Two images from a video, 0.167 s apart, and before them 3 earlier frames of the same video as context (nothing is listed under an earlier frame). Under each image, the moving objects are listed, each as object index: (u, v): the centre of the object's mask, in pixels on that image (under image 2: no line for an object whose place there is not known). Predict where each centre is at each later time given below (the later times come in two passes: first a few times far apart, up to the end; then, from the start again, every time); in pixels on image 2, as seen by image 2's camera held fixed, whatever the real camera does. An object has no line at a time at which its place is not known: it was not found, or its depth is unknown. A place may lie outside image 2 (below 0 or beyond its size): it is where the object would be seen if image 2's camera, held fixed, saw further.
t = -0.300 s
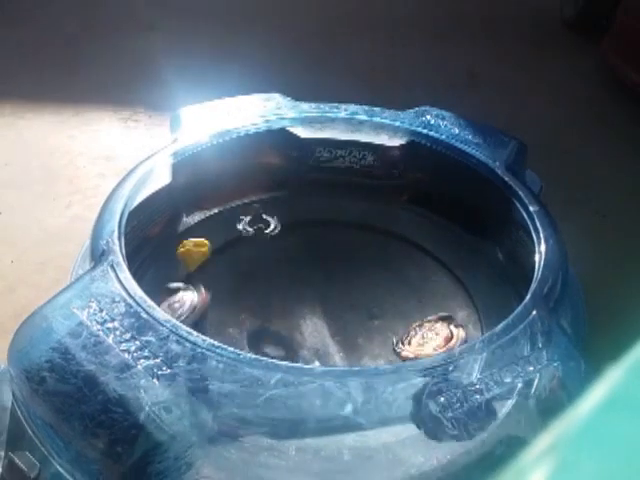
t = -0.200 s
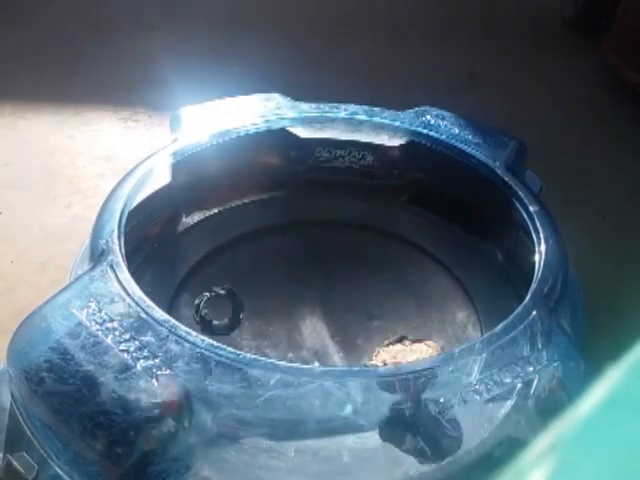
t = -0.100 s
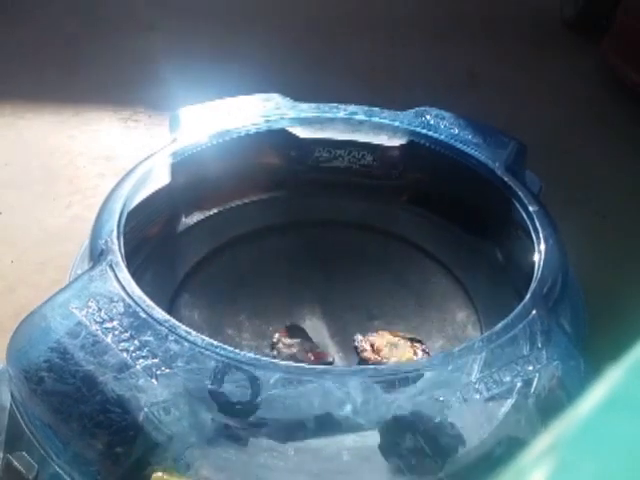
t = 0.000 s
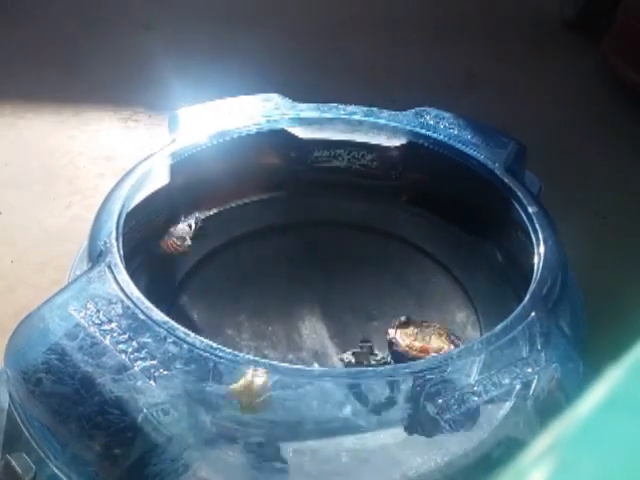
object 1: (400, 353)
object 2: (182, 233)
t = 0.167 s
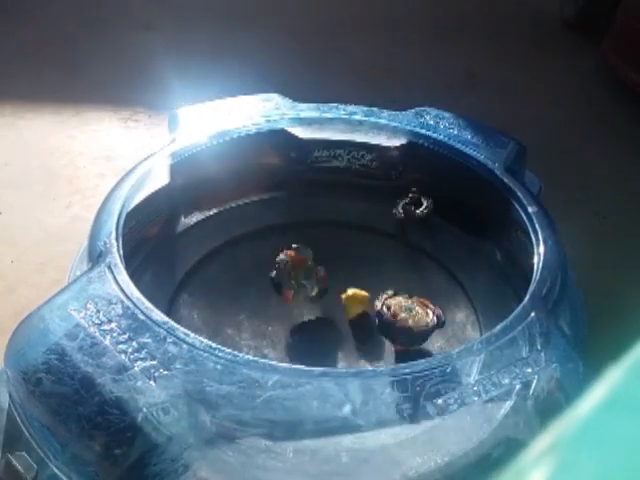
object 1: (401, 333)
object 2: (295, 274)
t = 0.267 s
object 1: (386, 317)
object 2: (350, 292)
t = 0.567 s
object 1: (362, 294)
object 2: (251, 287)
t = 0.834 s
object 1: (306, 300)
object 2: (261, 300)
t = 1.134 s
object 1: (278, 323)
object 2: (235, 276)
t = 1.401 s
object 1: (292, 335)
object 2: (235, 276)
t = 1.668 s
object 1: (326, 354)
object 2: (235, 276)
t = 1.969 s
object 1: (355, 350)
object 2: (236, 276)
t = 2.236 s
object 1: (347, 332)
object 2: (236, 277)
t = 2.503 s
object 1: (335, 320)
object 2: (236, 276)
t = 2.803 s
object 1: (334, 312)
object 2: (236, 276)
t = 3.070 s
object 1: (335, 319)
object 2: (236, 276)
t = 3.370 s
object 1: (332, 319)
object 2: (236, 276)
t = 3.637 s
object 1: (327, 320)
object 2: (236, 276)
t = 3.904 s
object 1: (328, 320)
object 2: (236, 276)
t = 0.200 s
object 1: (392, 327)
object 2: (323, 282)
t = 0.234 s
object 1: (393, 322)
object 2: (347, 294)
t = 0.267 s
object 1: (386, 317)
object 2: (350, 292)
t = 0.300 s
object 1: (386, 316)
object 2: (323, 286)
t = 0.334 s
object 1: (381, 310)
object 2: (298, 283)
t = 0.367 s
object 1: (384, 307)
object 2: (278, 277)
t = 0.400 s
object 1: (381, 302)
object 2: (263, 270)
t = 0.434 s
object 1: (379, 302)
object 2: (255, 272)
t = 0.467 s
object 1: (377, 297)
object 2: (248, 277)
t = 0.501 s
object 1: (374, 295)
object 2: (247, 278)
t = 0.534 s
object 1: (369, 297)
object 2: (252, 282)
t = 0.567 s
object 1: (362, 294)
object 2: (251, 287)
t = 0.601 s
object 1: (357, 295)
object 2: (261, 289)
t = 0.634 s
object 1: (351, 297)
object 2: (260, 292)
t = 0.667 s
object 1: (343, 298)
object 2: (264, 295)
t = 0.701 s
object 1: (337, 298)
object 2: (267, 299)
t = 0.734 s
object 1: (330, 299)
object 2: (268, 301)
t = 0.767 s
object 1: (321, 300)
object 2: (269, 302)
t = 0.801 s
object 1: (316, 299)
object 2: (269, 302)
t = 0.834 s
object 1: (306, 300)
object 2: (261, 300)
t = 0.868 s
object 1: (302, 304)
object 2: (259, 300)
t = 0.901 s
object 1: (301, 307)
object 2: (247, 288)
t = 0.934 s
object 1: (298, 314)
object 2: (240, 280)
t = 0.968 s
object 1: (289, 315)
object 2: (236, 276)
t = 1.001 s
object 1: (289, 315)
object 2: (235, 276)
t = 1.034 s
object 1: (286, 317)
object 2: (235, 276)
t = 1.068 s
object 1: (280, 318)
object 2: (236, 276)
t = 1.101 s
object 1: (283, 321)
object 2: (235, 276)
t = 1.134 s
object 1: (278, 323)
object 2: (235, 276)
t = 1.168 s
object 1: (281, 324)
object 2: (235, 276)
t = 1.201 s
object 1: (280, 325)
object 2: (235, 276)
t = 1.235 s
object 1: (284, 329)
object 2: (235, 276)
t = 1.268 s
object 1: (286, 330)
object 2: (235, 276)
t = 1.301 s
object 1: (283, 334)
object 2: (235, 276)
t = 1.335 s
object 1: (286, 334)
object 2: (235, 276)
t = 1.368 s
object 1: (291, 334)
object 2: (236, 276)
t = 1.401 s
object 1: (292, 335)
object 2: (235, 276)
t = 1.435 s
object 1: (301, 342)
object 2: (235, 276)
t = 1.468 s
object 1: (302, 346)
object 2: (235, 276)
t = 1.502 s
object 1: (305, 347)
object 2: (236, 276)
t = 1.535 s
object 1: (309, 345)
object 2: (236, 276)
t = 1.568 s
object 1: (309, 348)
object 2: (235, 276)
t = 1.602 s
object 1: (325, 354)
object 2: (236, 276)
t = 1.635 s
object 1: (327, 355)
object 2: (236, 276)
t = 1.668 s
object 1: (326, 354)
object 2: (235, 276)
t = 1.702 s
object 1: (327, 354)
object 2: (236, 276)
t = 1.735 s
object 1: (328, 353)
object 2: (235, 276)
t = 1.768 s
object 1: (335, 352)
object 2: (236, 276)
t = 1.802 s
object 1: (335, 354)
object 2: (235, 276)
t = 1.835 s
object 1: (344, 356)
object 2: (235, 276)
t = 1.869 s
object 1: (346, 355)
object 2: (235, 276)
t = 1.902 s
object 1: (347, 352)
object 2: (236, 276)
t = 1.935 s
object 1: (353, 351)
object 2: (236, 276)
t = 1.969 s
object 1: (355, 350)
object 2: (236, 276)
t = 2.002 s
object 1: (357, 350)
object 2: (235, 276)
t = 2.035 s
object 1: (356, 348)
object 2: (235, 276)
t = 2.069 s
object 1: (358, 348)
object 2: (236, 276)
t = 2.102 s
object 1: (357, 348)
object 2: (236, 276)
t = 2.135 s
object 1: (355, 344)
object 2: (236, 276)
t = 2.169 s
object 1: (351, 337)
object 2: (235, 276)
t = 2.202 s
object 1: (352, 334)
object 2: (236, 277)
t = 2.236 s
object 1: (347, 332)
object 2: (236, 277)
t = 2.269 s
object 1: (345, 330)
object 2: (236, 276)
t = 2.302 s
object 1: (347, 333)
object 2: (236, 276)
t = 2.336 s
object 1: (347, 331)
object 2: (236, 276)
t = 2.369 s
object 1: (342, 331)
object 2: (236, 276)
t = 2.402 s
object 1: (341, 327)
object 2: (236, 276)
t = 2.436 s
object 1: (343, 325)
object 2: (236, 276)
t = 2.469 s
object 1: (337, 321)
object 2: (236, 276)
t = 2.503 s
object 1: (335, 320)
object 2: (236, 276)
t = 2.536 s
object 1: (337, 325)
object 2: (236, 276)
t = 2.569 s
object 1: (339, 317)
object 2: (236, 276)
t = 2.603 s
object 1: (337, 316)
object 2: (236, 276)
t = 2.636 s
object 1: (336, 315)
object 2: (236, 276)
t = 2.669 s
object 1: (337, 314)
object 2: (236, 276)
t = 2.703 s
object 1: (335, 314)
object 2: (236, 276)
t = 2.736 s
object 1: (334, 313)
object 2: (236, 276)
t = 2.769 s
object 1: (337, 312)
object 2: (236, 276)
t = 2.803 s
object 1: (334, 312)
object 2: (236, 276)
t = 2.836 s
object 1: (334, 312)
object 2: (236, 276)
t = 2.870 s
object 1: (335, 312)
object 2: (236, 276)
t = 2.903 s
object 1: (333, 312)
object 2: (236, 276)
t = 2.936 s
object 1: (333, 312)
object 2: (236, 276)
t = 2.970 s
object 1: (338, 318)
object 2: (236, 276)
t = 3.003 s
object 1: (340, 320)
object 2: (236, 276)
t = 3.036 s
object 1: (337, 321)
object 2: (236, 276)
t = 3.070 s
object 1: (335, 319)
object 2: (236, 276)
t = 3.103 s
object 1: (336, 318)
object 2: (236, 276)
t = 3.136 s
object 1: (336, 318)
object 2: (236, 276)
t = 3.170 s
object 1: (335, 318)
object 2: (236, 276)
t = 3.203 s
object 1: (335, 320)
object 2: (236, 276)
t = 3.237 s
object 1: (333, 319)
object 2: (236, 276)
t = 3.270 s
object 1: (334, 318)
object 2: (236, 276)
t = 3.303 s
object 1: (335, 318)
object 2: (236, 276)
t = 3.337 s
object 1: (332, 320)
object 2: (236, 276)
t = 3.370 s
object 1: (332, 319)
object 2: (236, 276)
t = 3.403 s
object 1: (334, 317)
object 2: (236, 276)
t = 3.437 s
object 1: (331, 319)
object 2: (236, 276)
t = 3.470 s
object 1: (328, 319)
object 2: (236, 276)
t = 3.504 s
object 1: (331, 322)
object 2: (236, 276)
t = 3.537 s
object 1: (330, 317)
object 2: (236, 276)
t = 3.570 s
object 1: (330, 318)
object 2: (236, 276)
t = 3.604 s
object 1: (329, 321)
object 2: (236, 276)
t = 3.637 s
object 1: (327, 320)
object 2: (236, 276)
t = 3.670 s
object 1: (329, 319)
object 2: (236, 276)
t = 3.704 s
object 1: (328, 319)
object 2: (236, 276)
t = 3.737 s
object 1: (327, 319)
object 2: (236, 276)
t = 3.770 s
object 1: (327, 320)
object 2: (236, 276)
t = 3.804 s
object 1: (327, 321)
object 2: (236, 276)
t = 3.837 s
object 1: (328, 318)
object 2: (236, 276)
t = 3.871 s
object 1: (327, 318)
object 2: (236, 276)
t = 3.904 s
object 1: (328, 320)
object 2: (236, 276)
